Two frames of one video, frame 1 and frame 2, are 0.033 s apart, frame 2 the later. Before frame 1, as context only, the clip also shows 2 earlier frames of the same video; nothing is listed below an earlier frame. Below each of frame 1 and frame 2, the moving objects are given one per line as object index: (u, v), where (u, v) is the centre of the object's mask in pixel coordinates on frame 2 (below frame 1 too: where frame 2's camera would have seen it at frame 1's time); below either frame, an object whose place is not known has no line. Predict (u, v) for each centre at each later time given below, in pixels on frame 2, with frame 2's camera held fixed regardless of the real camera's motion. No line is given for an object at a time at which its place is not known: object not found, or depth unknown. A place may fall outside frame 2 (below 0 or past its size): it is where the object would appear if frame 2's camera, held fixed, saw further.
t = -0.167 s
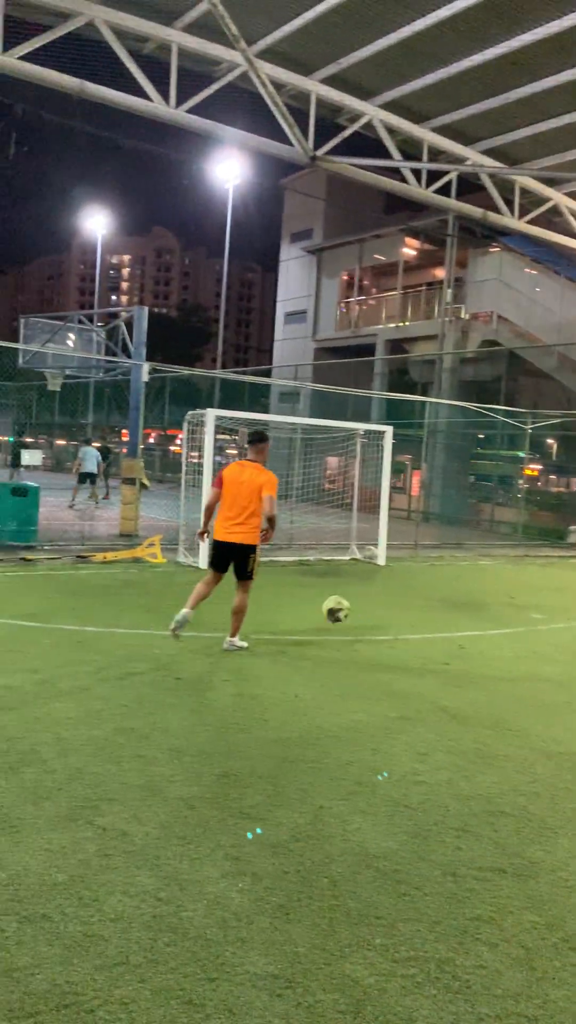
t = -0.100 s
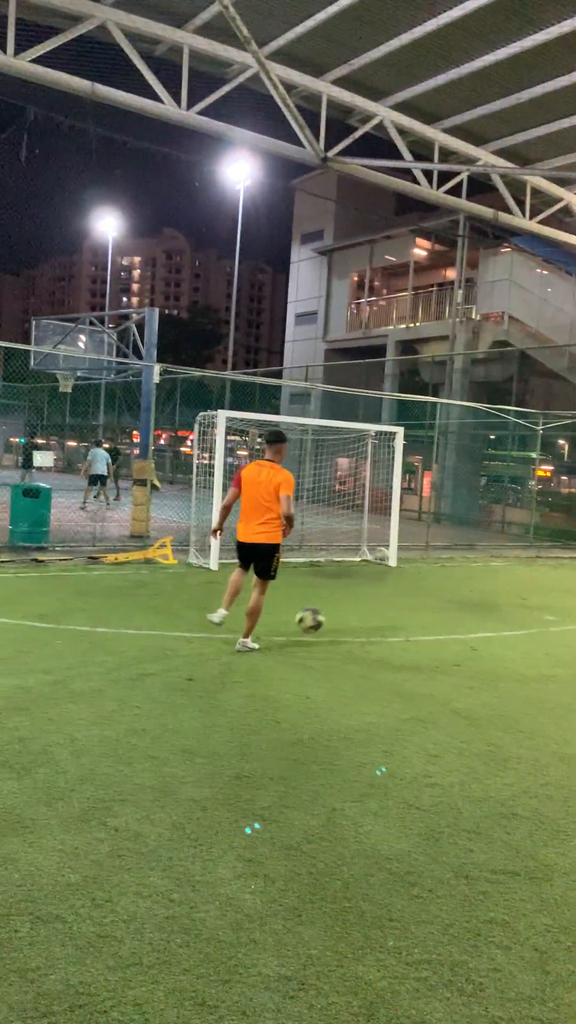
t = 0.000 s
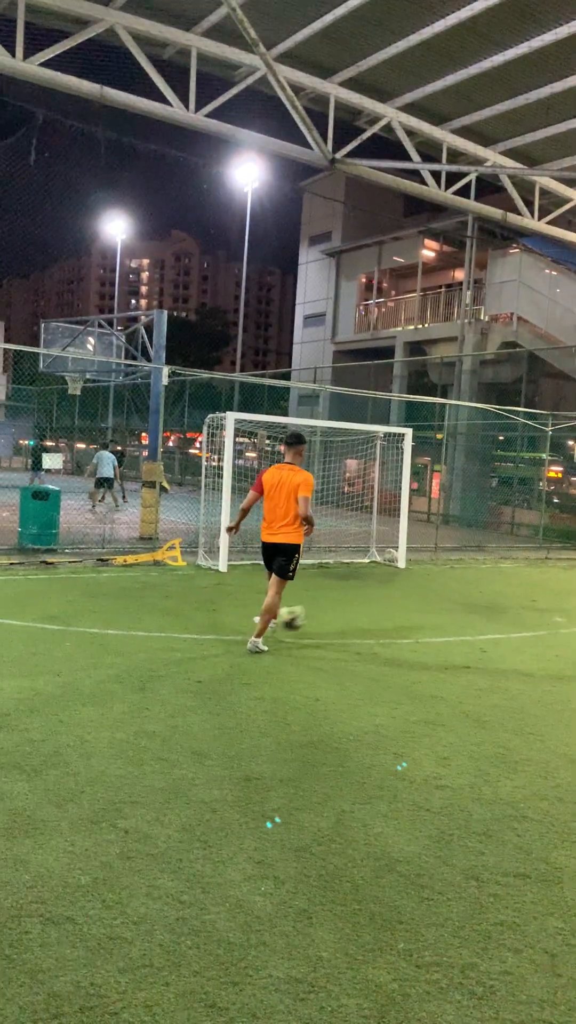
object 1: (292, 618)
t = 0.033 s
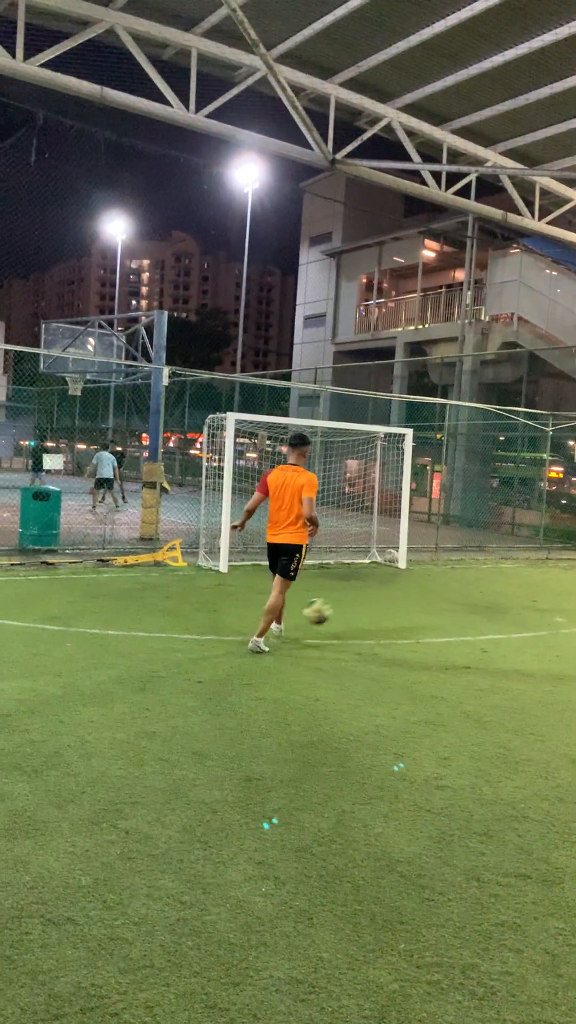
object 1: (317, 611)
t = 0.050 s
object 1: (330, 609)
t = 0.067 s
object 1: (342, 606)
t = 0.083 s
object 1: (353, 605)
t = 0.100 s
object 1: (364, 604)
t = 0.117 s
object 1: (374, 602)
